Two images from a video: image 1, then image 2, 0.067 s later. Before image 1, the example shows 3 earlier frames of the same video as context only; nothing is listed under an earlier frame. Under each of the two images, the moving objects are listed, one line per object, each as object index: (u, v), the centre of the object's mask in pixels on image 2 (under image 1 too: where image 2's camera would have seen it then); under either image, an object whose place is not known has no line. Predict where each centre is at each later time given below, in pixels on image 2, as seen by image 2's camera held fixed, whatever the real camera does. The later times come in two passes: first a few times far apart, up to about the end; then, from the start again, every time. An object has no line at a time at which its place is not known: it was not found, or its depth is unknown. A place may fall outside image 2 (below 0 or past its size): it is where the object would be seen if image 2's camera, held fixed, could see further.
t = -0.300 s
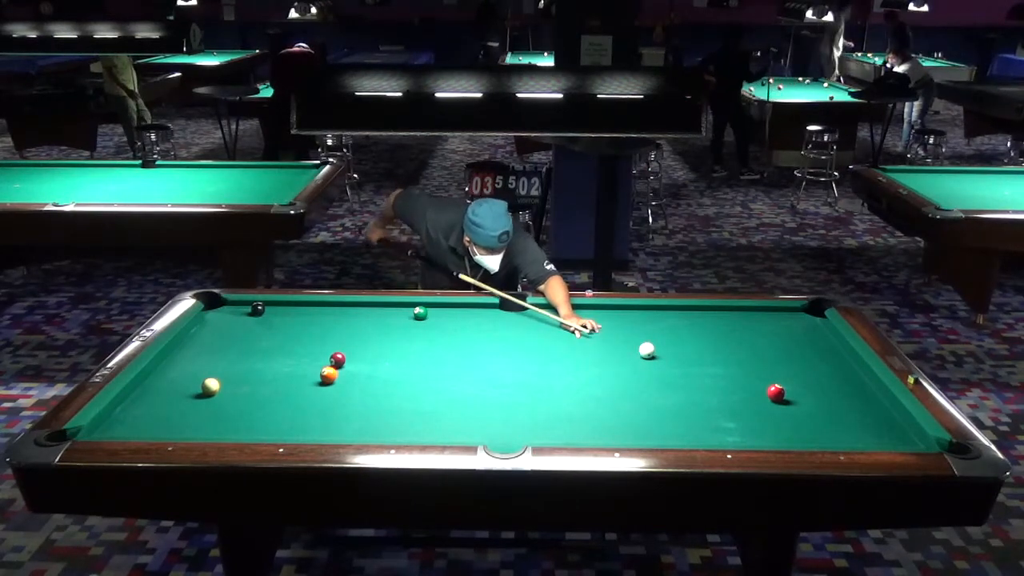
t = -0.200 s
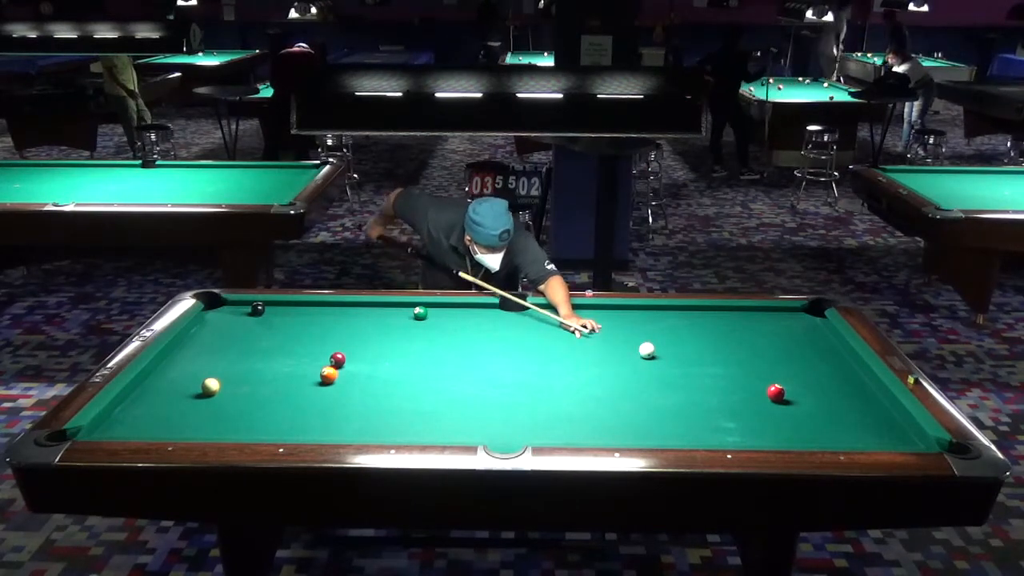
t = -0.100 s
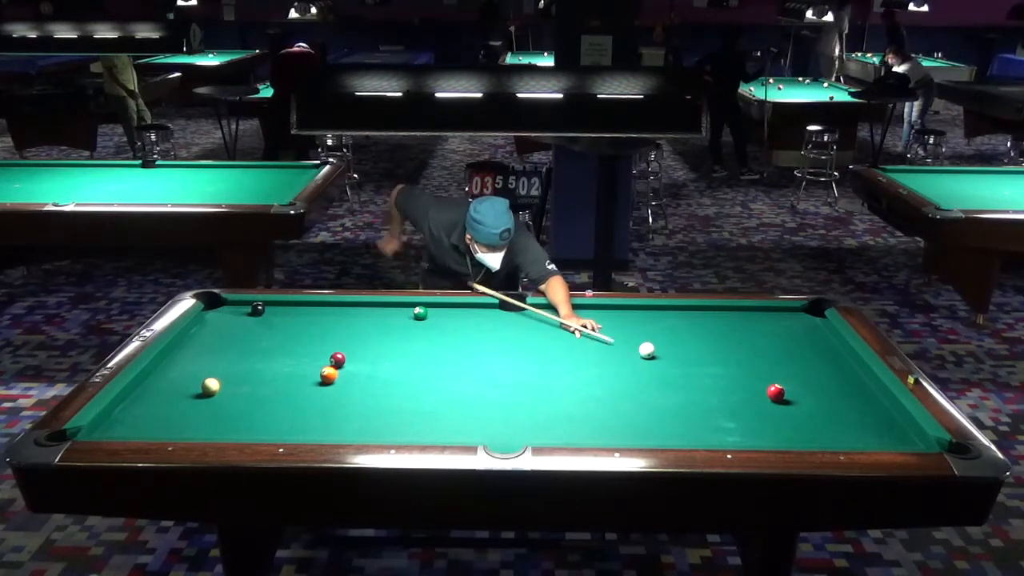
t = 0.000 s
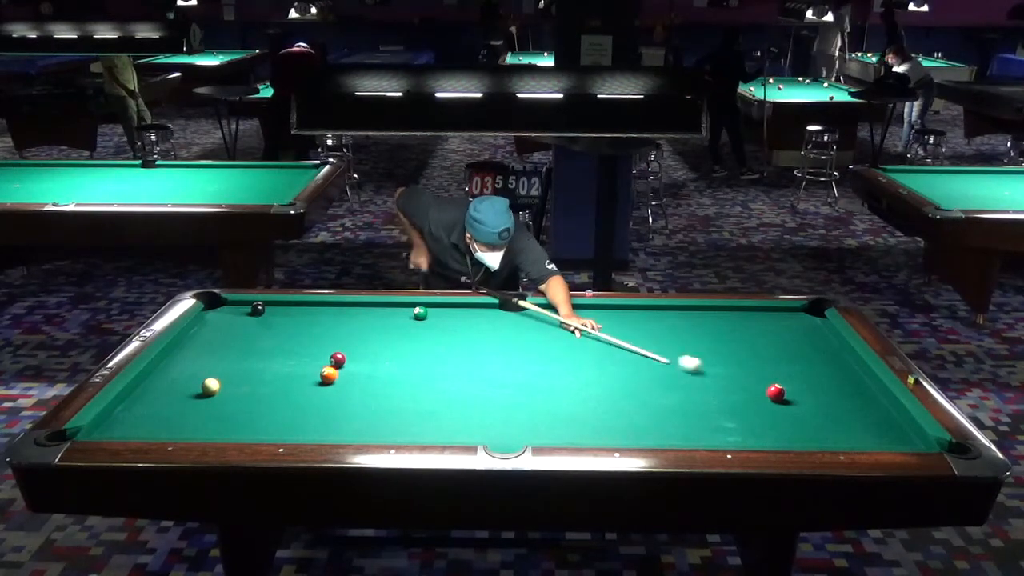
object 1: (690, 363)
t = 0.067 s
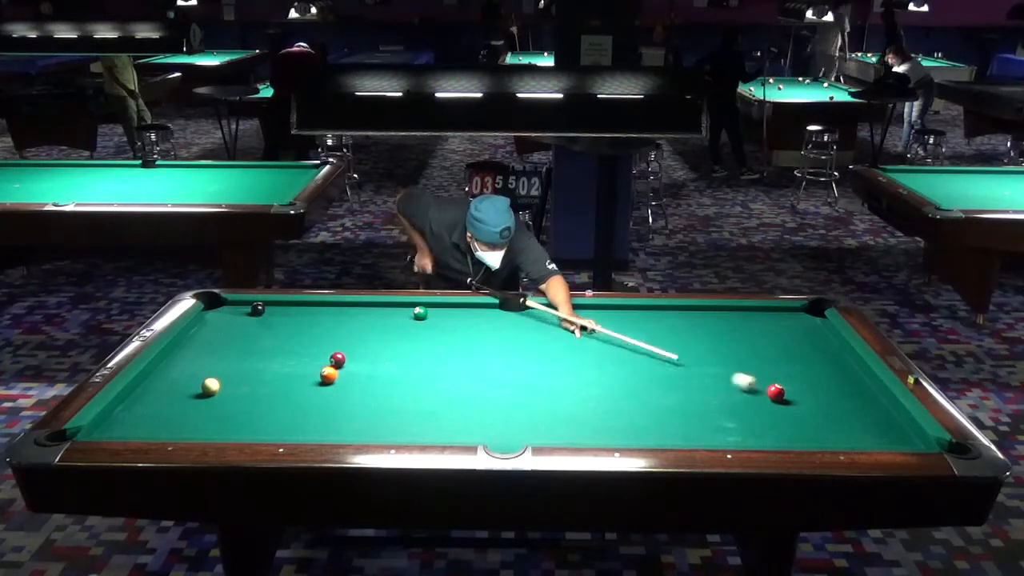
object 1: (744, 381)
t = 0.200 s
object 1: (757, 385)
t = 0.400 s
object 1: (734, 376)
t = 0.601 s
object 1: (712, 367)
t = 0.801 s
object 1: (691, 359)
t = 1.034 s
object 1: (669, 351)
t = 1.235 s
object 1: (651, 343)
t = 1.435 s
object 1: (635, 337)
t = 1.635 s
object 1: (619, 331)
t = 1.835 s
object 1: (604, 326)
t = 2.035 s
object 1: (591, 321)
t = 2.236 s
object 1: (578, 316)
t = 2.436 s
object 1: (567, 312)
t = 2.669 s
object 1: (554, 307)
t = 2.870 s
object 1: (547, 308)
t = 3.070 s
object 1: (541, 310)
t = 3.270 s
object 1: (536, 312)
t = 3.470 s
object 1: (531, 313)
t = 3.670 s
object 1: (527, 315)
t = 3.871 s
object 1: (523, 316)
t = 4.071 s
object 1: (519, 317)
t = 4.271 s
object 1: (516, 318)
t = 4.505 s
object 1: (513, 319)
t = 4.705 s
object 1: (512, 320)
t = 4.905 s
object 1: (511, 320)
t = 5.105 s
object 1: (510, 320)
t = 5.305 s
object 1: (510, 320)
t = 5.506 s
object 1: (510, 320)
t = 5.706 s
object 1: (510, 320)
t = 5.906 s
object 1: (510, 320)
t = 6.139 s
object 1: (509, 320)
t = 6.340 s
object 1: (509, 320)
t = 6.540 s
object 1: (509, 320)
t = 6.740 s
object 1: (510, 320)
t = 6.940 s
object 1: (510, 320)
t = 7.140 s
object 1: (510, 320)
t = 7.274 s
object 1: (510, 320)
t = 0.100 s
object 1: (760, 387)
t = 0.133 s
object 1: (760, 387)
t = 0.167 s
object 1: (759, 386)
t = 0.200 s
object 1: (757, 385)
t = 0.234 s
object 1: (754, 384)
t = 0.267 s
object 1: (750, 382)
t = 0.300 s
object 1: (746, 381)
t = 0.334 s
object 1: (742, 379)
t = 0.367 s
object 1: (738, 377)
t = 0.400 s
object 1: (734, 376)
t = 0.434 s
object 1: (730, 374)
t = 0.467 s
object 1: (727, 373)
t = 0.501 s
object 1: (723, 371)
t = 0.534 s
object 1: (719, 370)
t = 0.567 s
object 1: (715, 369)
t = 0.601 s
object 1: (712, 367)
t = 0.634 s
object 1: (708, 366)
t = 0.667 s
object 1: (705, 364)
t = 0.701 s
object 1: (701, 363)
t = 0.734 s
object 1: (698, 362)
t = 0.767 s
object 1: (695, 361)
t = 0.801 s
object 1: (691, 359)
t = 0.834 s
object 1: (688, 358)
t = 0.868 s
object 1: (685, 356)
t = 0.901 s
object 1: (681, 355)
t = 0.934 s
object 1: (678, 354)
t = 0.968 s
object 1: (675, 353)
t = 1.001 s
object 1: (672, 352)
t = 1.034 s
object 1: (669, 351)
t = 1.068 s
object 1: (666, 349)
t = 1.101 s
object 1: (663, 348)
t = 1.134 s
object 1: (660, 347)
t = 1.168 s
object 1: (657, 346)
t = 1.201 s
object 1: (654, 344)
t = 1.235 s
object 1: (651, 343)
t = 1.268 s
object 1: (648, 342)
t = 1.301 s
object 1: (645, 341)
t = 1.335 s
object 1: (643, 340)
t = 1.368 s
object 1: (640, 339)
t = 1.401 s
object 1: (637, 338)
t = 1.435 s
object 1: (635, 337)
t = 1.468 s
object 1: (632, 336)
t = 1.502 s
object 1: (629, 335)
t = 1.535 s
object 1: (627, 334)
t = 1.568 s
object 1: (624, 333)
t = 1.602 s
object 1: (622, 332)
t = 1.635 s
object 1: (619, 331)
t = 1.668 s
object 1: (616, 330)
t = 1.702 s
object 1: (614, 330)
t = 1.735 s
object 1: (612, 329)
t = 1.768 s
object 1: (609, 328)
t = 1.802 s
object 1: (607, 327)
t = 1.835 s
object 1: (604, 326)
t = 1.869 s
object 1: (602, 325)
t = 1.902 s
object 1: (600, 324)
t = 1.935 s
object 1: (598, 323)
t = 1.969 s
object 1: (595, 322)
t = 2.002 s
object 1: (593, 322)
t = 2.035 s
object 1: (591, 321)
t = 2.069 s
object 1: (589, 320)
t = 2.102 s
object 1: (587, 319)
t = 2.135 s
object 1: (584, 318)
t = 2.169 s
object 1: (582, 318)
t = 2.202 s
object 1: (580, 317)
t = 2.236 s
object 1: (578, 316)
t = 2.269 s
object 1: (577, 315)
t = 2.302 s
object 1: (575, 314)
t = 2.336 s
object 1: (572, 314)
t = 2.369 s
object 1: (571, 313)
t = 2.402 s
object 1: (569, 312)
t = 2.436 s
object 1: (567, 312)
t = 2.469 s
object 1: (565, 311)
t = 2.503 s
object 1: (563, 310)
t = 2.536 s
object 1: (561, 310)
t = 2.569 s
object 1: (559, 309)
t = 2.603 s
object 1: (558, 308)
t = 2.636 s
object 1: (556, 308)
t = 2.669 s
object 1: (554, 307)
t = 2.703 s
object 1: (552, 307)
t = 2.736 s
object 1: (551, 307)
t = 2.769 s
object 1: (550, 307)
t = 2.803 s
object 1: (549, 307)
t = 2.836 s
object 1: (548, 308)
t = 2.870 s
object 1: (547, 308)
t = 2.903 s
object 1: (546, 308)
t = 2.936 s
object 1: (545, 309)
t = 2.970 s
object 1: (544, 309)
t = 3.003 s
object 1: (543, 309)
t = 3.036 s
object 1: (542, 309)
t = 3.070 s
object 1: (541, 310)
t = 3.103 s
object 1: (540, 310)
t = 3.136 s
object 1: (540, 310)
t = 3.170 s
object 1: (539, 311)
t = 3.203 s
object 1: (538, 311)
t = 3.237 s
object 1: (537, 311)
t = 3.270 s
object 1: (536, 312)
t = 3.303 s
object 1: (535, 312)
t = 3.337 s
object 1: (534, 312)
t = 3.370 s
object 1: (533, 312)
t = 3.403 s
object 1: (533, 313)
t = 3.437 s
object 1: (532, 313)
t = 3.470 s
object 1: (531, 313)
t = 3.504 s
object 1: (530, 313)
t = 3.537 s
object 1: (530, 313)
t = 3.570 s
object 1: (529, 314)
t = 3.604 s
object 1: (528, 314)
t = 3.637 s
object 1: (527, 314)
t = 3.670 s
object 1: (527, 315)
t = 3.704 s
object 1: (526, 315)
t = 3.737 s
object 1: (525, 315)
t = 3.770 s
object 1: (525, 315)
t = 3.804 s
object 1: (524, 316)
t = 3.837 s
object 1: (523, 316)
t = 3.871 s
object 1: (523, 316)
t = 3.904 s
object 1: (522, 316)
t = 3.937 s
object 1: (521, 316)
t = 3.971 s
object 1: (521, 317)
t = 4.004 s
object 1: (520, 317)
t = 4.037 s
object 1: (520, 317)
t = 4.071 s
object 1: (519, 317)
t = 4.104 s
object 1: (519, 317)
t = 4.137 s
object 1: (518, 317)
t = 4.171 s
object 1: (518, 317)
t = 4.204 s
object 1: (517, 318)
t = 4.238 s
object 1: (517, 318)
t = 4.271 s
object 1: (516, 318)
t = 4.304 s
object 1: (516, 318)
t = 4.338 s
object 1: (516, 318)
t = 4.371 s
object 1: (515, 318)
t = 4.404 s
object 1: (515, 318)
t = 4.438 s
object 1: (514, 319)
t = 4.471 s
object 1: (514, 319)
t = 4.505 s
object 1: (513, 319)
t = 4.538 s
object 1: (513, 319)
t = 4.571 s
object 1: (513, 319)
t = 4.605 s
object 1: (512, 319)
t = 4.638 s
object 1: (512, 319)
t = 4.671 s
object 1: (512, 319)
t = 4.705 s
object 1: (512, 320)
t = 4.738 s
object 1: (512, 320)
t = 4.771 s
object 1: (511, 320)
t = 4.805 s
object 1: (511, 320)
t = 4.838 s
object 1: (511, 320)
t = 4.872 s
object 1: (511, 320)
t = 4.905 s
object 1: (511, 320)
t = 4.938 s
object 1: (510, 320)
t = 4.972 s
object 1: (510, 320)
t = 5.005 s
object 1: (510, 320)
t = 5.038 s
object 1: (510, 320)
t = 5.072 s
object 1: (510, 320)
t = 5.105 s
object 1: (510, 320)
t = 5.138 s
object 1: (510, 320)
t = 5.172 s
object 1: (510, 320)
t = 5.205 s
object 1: (510, 320)
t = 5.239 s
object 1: (510, 320)
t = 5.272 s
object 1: (510, 320)
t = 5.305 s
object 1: (510, 320)
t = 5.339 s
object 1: (510, 320)
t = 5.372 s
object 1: (510, 320)
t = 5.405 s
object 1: (509, 320)
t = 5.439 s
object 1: (510, 320)
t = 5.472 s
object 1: (510, 320)
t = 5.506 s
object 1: (510, 320)
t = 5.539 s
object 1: (510, 320)
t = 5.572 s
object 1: (510, 320)
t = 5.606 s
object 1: (510, 320)
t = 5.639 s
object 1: (510, 320)
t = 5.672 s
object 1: (510, 320)
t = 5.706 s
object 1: (510, 320)
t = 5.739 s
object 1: (510, 320)
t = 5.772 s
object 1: (510, 320)
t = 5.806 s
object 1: (510, 320)
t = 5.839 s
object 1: (509, 320)
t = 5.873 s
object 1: (509, 320)
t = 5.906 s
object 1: (510, 320)
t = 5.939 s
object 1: (509, 320)
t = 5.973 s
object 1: (509, 320)
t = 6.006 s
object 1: (509, 320)
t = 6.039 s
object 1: (509, 320)
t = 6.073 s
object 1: (509, 320)
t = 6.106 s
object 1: (509, 320)
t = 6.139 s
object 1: (509, 320)
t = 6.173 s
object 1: (509, 320)
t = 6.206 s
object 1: (509, 320)
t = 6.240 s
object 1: (509, 320)
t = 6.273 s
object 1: (509, 320)
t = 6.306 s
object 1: (509, 320)
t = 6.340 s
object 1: (509, 320)
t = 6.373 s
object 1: (509, 320)
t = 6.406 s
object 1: (509, 320)
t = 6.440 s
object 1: (509, 320)
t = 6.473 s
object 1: (509, 320)
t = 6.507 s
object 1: (509, 320)
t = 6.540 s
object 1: (509, 320)
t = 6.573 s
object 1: (509, 320)
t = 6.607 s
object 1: (509, 320)
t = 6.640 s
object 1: (510, 320)
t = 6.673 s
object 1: (510, 320)
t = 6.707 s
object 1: (509, 320)
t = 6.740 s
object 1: (510, 320)
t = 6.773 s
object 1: (510, 320)
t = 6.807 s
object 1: (510, 320)
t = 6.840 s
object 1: (510, 320)
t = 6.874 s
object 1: (510, 320)
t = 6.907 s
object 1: (510, 320)
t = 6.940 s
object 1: (510, 320)
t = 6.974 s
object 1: (510, 320)
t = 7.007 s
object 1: (510, 320)
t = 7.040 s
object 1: (510, 320)
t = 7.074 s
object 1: (510, 320)
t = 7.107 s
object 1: (510, 320)
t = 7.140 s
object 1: (510, 320)
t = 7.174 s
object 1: (510, 320)
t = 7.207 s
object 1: (510, 320)
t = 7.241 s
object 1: (510, 320)
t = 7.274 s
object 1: (510, 320)
